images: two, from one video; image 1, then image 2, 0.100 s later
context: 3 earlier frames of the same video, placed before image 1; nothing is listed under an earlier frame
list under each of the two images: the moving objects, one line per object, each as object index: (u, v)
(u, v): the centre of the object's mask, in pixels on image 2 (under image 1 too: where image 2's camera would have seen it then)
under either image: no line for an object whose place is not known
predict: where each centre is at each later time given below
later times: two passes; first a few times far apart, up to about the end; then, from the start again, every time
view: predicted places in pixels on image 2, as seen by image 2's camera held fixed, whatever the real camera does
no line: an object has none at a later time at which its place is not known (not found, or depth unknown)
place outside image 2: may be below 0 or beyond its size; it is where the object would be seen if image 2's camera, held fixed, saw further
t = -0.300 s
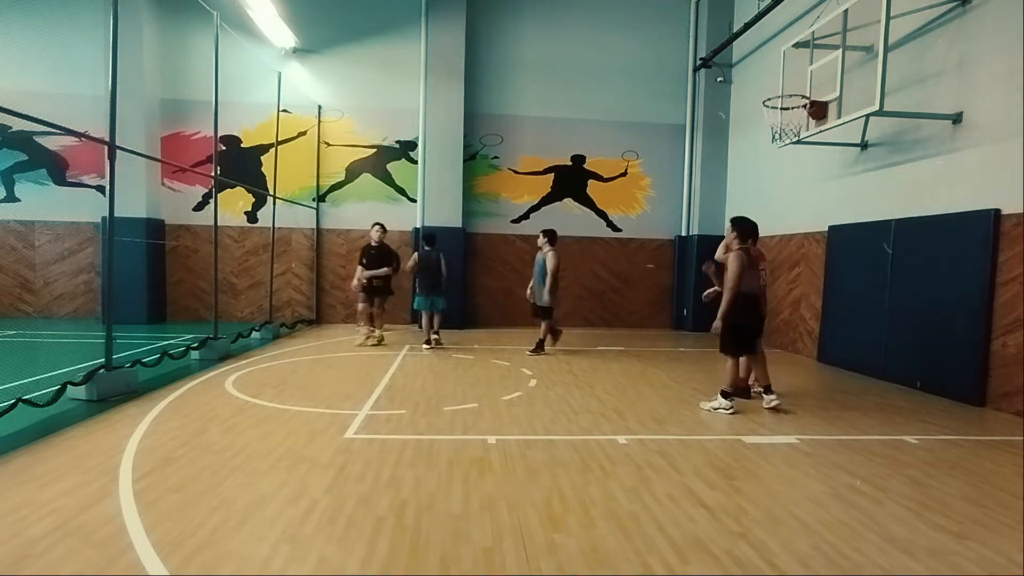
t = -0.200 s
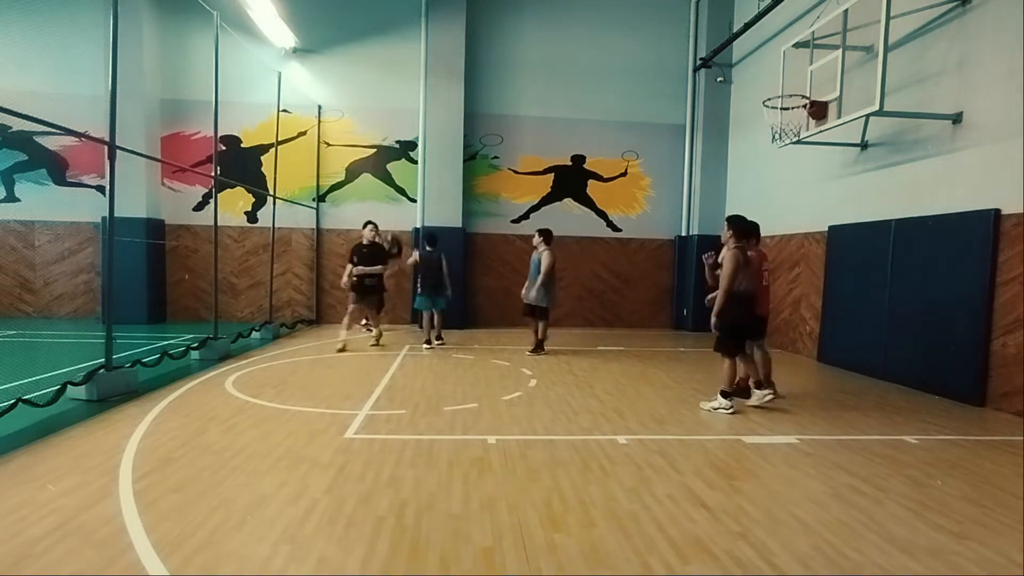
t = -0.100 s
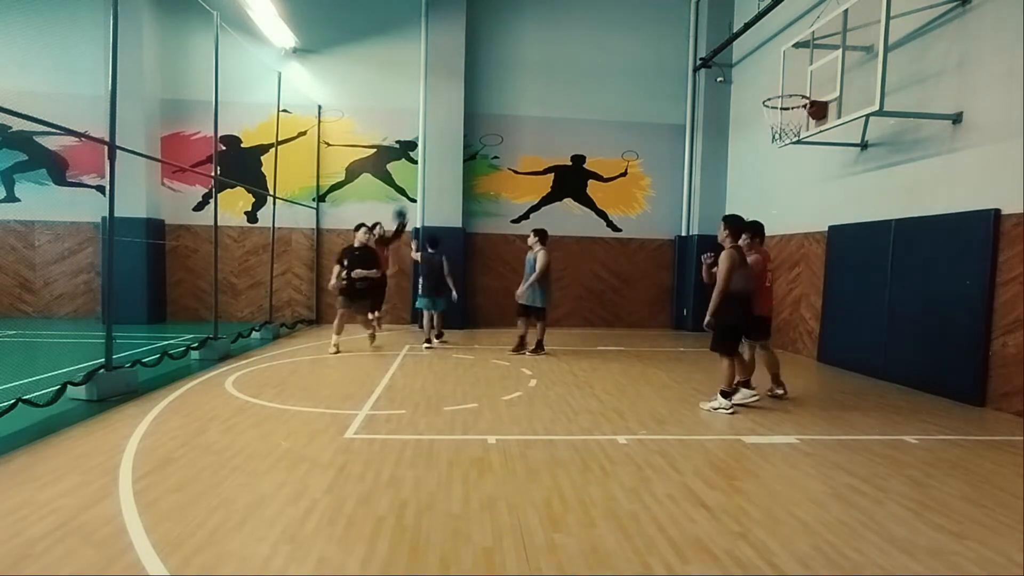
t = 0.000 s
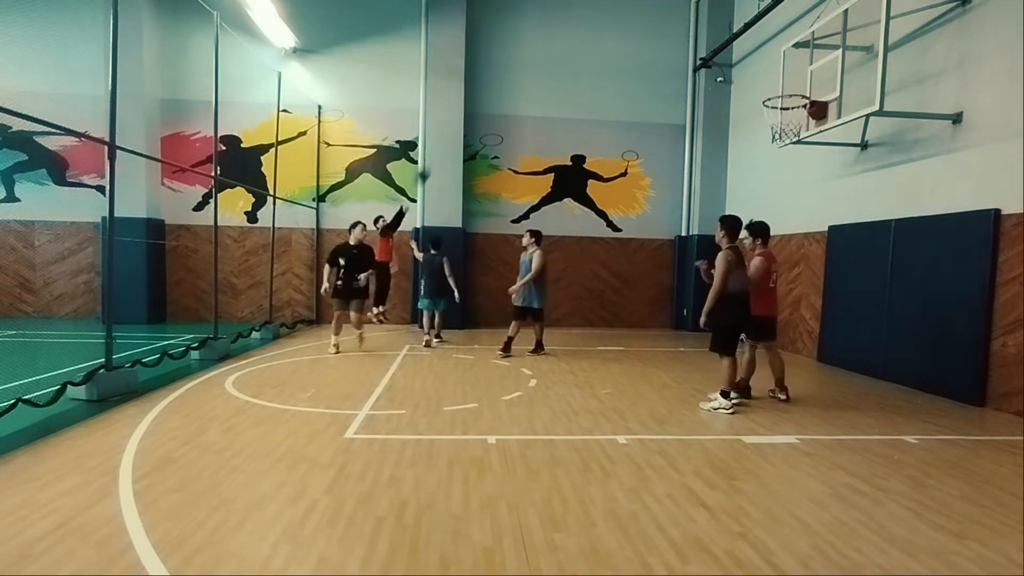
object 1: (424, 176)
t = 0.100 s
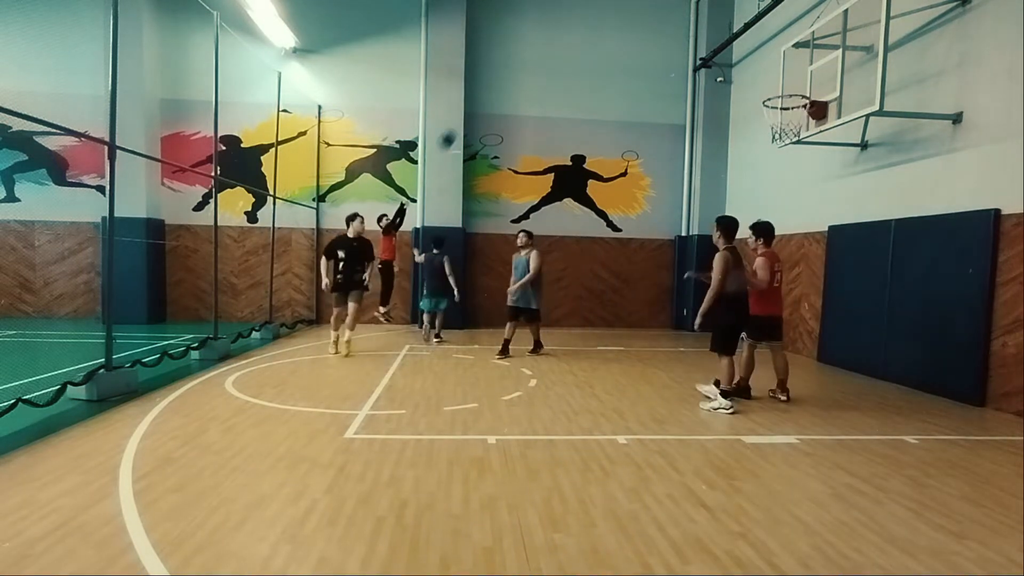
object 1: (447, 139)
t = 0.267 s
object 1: (492, 90)
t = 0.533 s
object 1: (573, 40)
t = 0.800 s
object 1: (669, 39)
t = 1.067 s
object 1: (776, 95)
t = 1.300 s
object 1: (817, 120)
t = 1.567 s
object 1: (813, 178)
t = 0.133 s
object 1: (455, 128)
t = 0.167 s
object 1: (464, 119)
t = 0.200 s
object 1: (473, 109)
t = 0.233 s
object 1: (483, 99)
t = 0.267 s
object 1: (492, 90)
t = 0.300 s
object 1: (502, 82)
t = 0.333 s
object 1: (512, 74)
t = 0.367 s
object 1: (521, 66)
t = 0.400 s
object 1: (531, 60)
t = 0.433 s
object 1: (542, 53)
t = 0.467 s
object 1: (552, 48)
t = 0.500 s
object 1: (563, 44)
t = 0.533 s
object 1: (573, 40)
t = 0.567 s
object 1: (584, 37)
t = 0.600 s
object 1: (596, 35)
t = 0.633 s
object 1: (607, 33)
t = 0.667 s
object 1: (620, 33)
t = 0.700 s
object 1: (631, 33)
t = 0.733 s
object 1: (643, 34)
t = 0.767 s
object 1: (655, 36)
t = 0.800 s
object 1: (669, 39)
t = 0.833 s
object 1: (680, 43)
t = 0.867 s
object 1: (693, 48)
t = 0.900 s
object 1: (706, 52)
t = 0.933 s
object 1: (723, 61)
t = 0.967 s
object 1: (737, 70)
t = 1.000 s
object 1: (749, 78)
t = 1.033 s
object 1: (764, 88)
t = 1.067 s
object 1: (776, 95)
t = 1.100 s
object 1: (792, 106)
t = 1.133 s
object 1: (810, 116)
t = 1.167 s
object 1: (814, 117)
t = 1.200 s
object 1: (817, 117)
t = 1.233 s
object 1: (817, 118)
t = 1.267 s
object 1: (818, 118)
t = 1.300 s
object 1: (817, 120)
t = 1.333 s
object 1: (816, 126)
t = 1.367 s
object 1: (816, 129)
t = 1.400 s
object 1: (816, 135)
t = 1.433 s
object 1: (815, 142)
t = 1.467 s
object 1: (814, 150)
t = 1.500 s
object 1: (814, 158)
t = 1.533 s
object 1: (813, 168)
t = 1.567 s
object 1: (813, 178)
